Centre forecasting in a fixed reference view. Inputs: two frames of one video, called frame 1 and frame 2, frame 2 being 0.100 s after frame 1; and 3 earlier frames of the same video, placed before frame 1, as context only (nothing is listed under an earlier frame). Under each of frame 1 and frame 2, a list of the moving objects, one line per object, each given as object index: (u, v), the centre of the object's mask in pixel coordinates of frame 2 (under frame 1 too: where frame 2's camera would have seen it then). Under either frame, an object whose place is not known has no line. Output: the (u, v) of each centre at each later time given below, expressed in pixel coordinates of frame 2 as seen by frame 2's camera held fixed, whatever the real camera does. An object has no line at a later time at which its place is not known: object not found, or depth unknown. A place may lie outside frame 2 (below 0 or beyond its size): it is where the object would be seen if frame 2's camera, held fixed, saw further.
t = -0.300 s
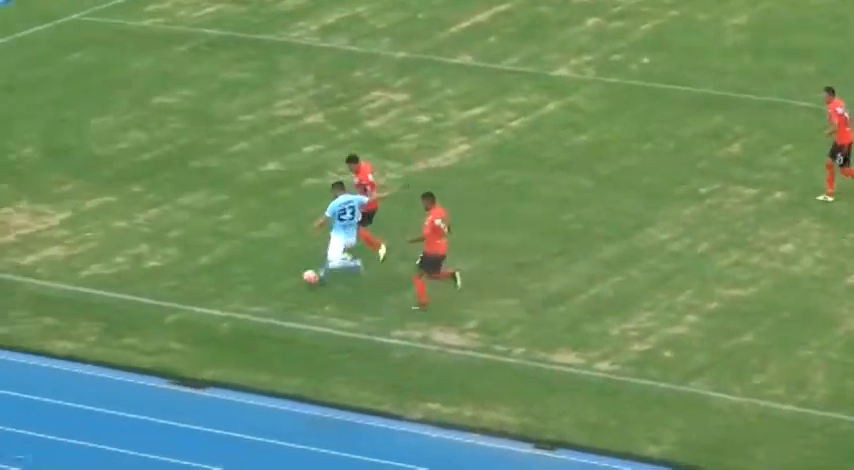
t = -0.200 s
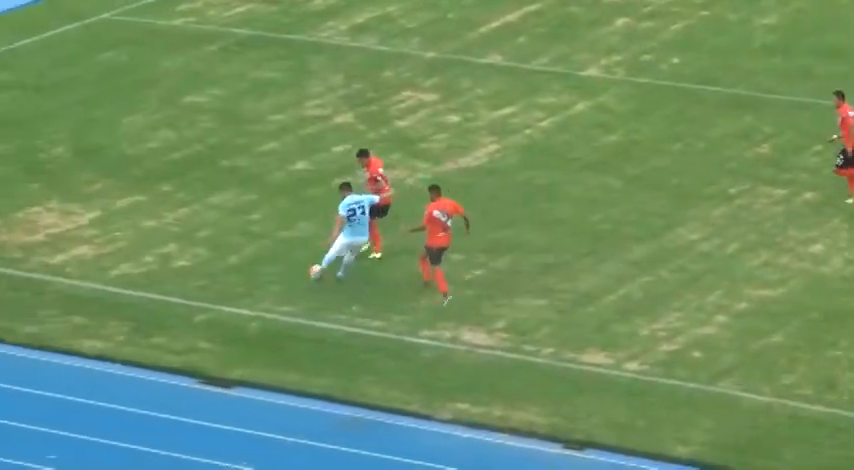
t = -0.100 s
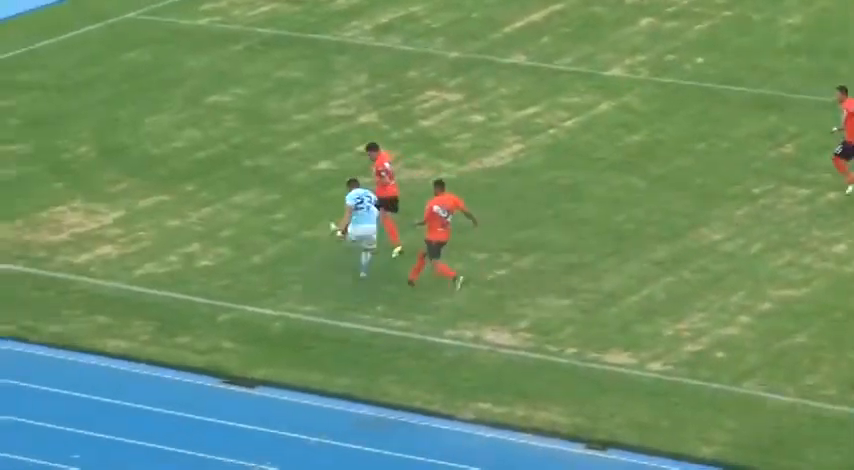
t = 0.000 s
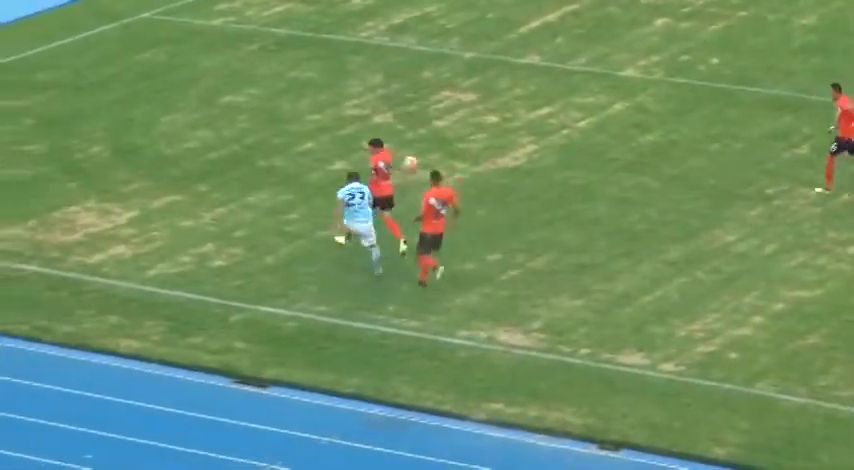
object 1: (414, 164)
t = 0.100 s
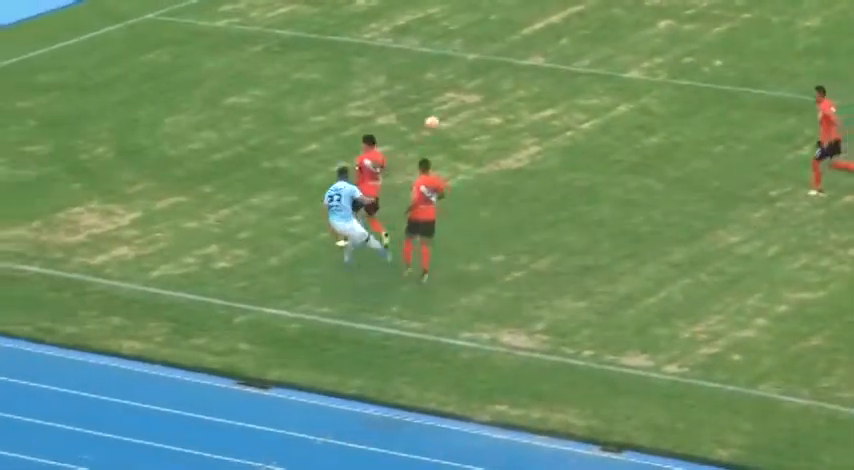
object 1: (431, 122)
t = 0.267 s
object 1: (466, 73)
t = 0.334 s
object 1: (481, 58)
